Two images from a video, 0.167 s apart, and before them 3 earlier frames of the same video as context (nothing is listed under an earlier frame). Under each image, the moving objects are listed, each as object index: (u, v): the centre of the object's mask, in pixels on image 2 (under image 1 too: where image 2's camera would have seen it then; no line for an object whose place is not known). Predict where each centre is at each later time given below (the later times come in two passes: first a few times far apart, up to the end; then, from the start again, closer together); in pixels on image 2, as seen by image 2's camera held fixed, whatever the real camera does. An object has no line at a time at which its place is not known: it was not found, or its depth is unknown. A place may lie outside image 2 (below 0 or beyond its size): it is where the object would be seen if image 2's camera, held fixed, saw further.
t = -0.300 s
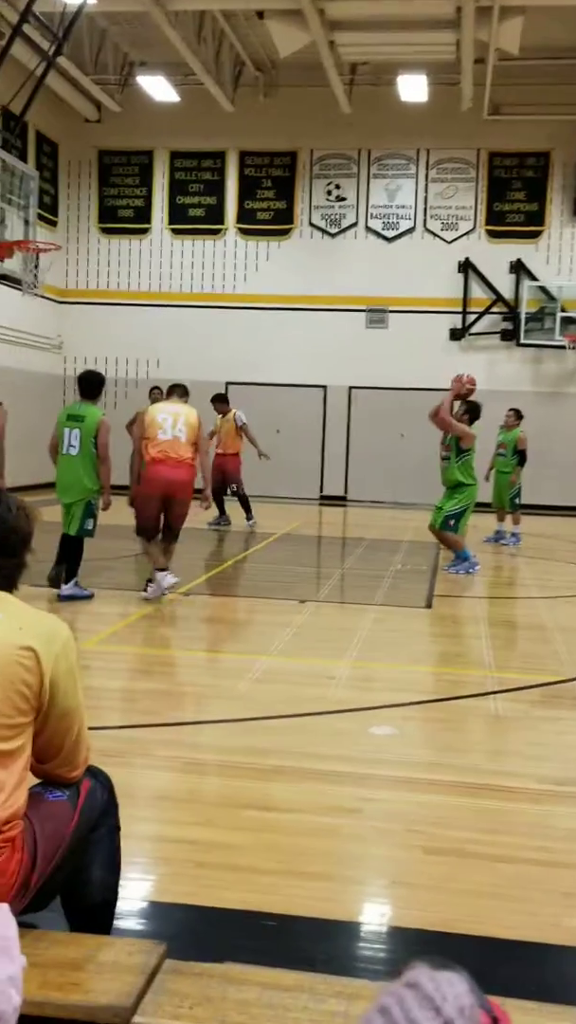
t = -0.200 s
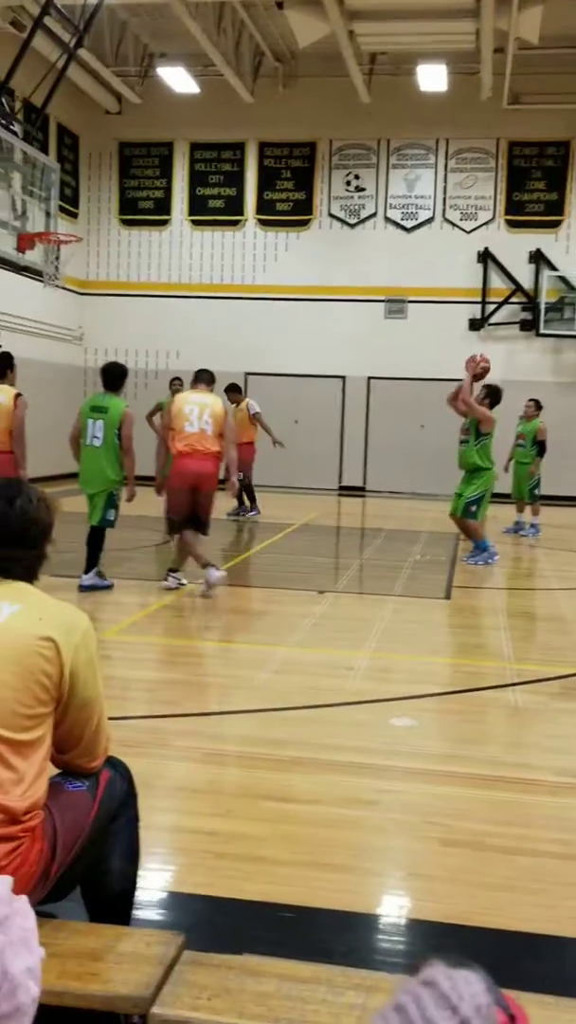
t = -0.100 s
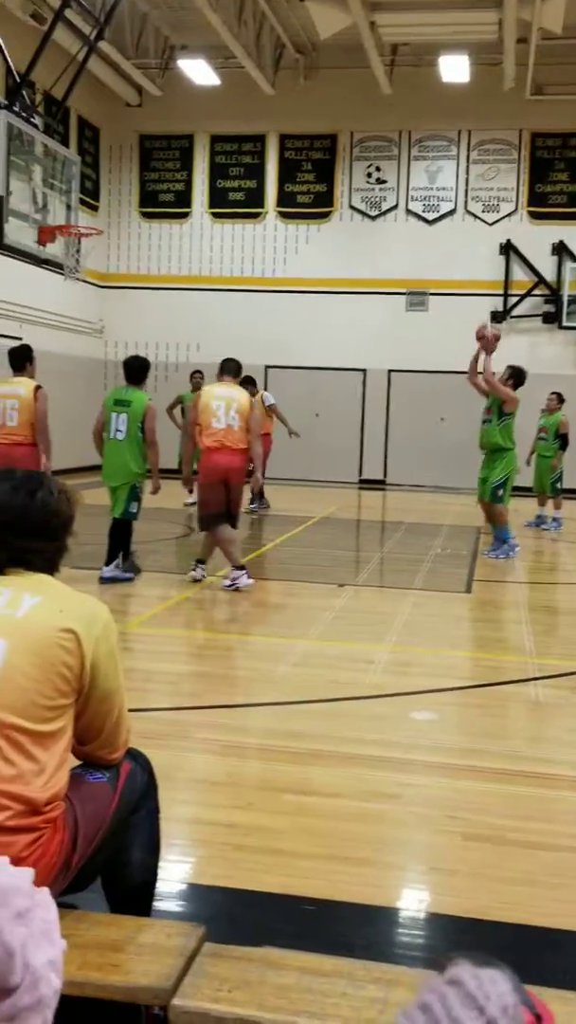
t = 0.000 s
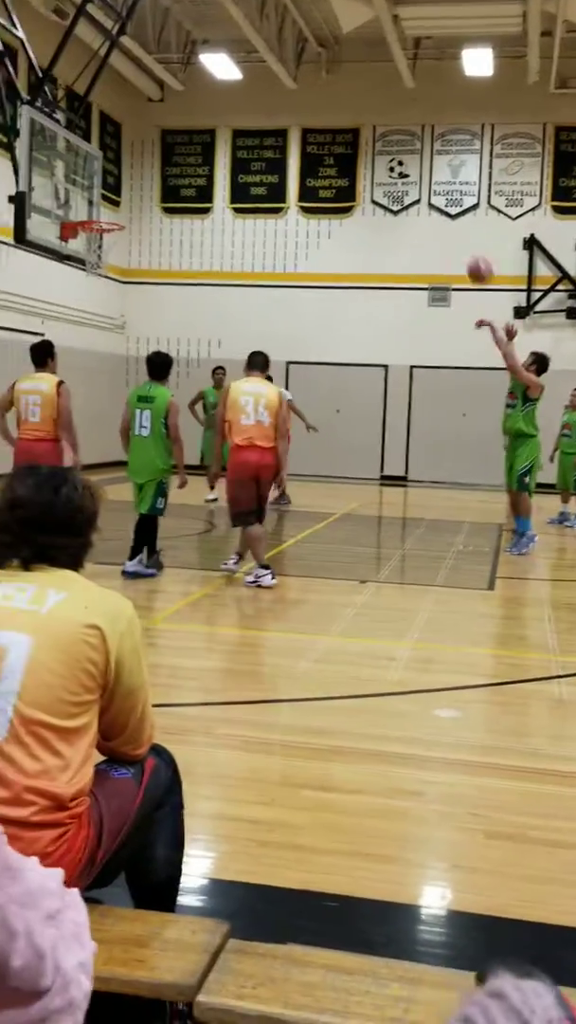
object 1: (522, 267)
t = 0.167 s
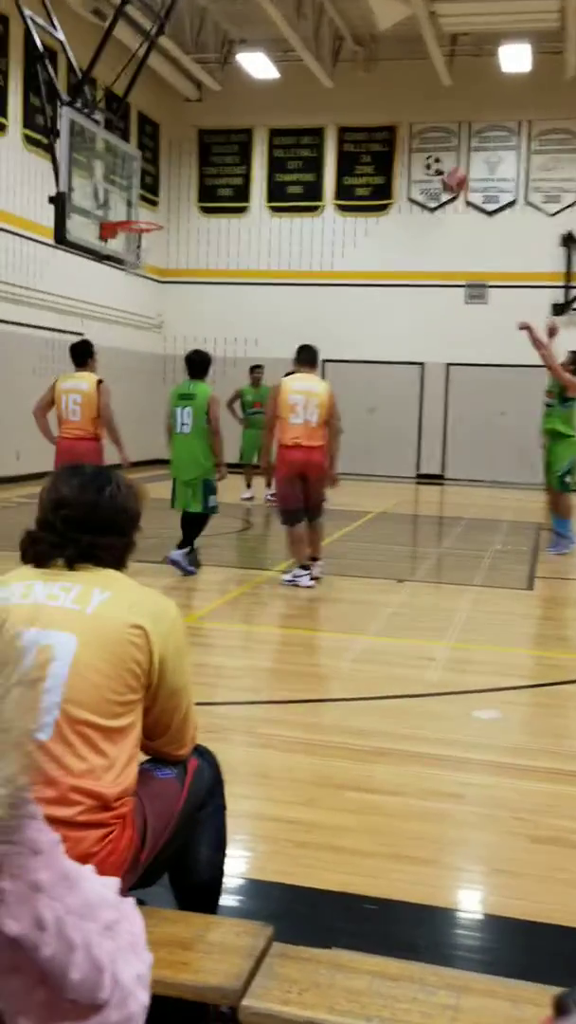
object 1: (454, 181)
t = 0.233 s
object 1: (429, 154)
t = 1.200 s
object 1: (154, 234)
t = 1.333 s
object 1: (186, 256)
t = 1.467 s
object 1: (218, 292)
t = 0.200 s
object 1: (443, 168)
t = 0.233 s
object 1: (429, 154)
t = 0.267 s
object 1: (416, 144)
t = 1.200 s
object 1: (154, 234)
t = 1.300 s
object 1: (177, 249)
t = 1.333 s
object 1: (186, 256)
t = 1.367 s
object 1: (194, 263)
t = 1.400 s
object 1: (202, 272)
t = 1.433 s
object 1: (210, 283)
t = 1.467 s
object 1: (218, 292)
